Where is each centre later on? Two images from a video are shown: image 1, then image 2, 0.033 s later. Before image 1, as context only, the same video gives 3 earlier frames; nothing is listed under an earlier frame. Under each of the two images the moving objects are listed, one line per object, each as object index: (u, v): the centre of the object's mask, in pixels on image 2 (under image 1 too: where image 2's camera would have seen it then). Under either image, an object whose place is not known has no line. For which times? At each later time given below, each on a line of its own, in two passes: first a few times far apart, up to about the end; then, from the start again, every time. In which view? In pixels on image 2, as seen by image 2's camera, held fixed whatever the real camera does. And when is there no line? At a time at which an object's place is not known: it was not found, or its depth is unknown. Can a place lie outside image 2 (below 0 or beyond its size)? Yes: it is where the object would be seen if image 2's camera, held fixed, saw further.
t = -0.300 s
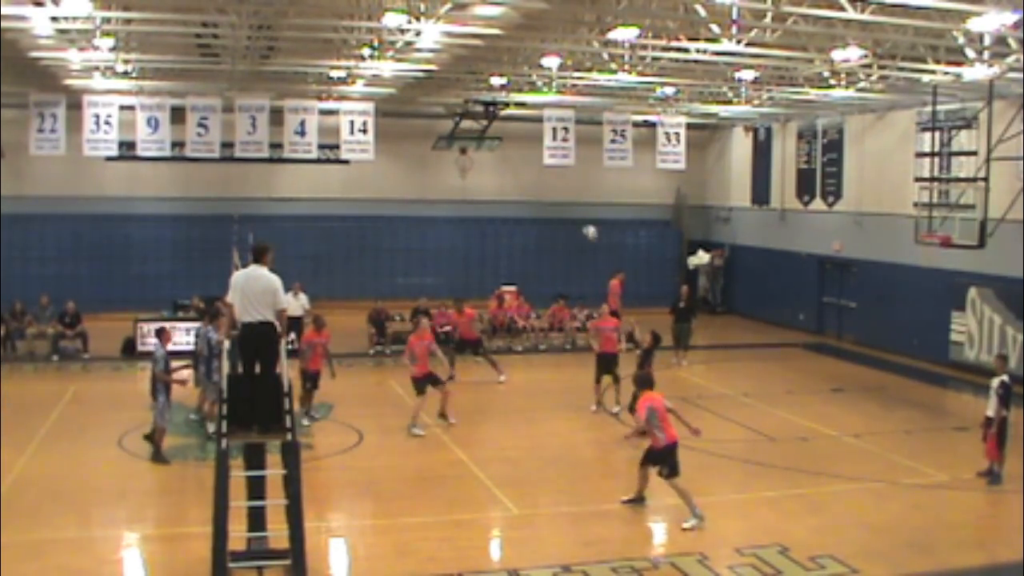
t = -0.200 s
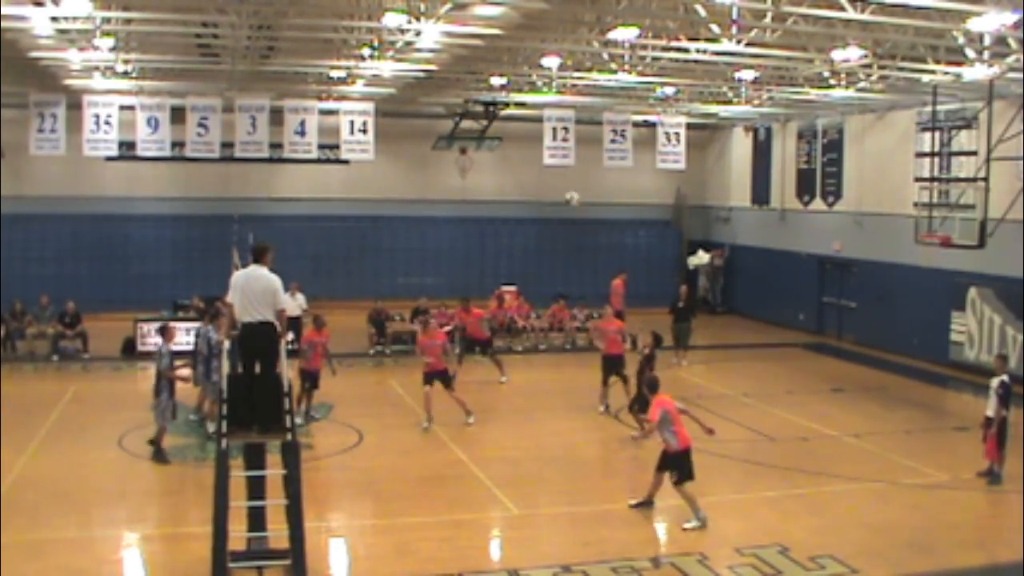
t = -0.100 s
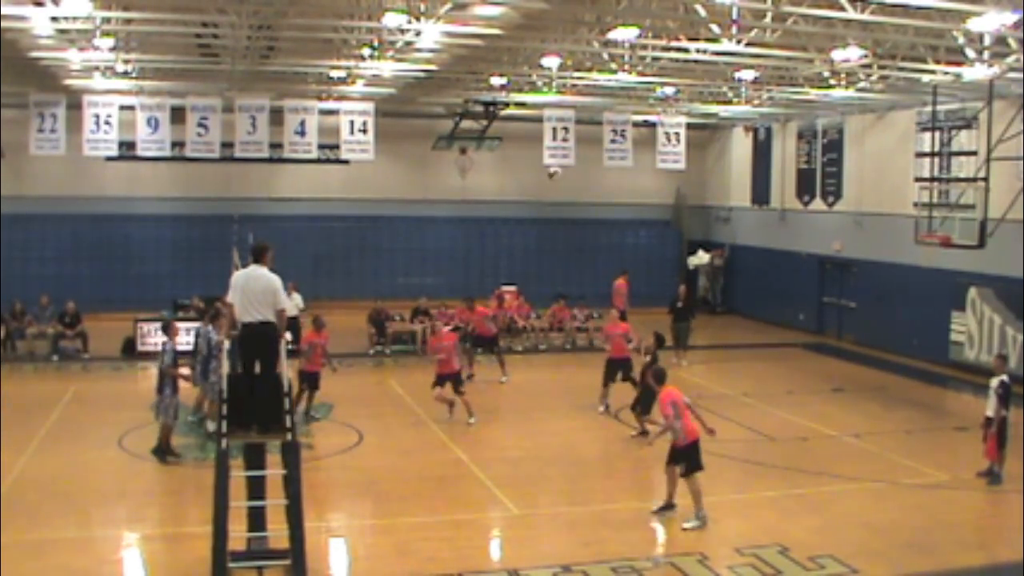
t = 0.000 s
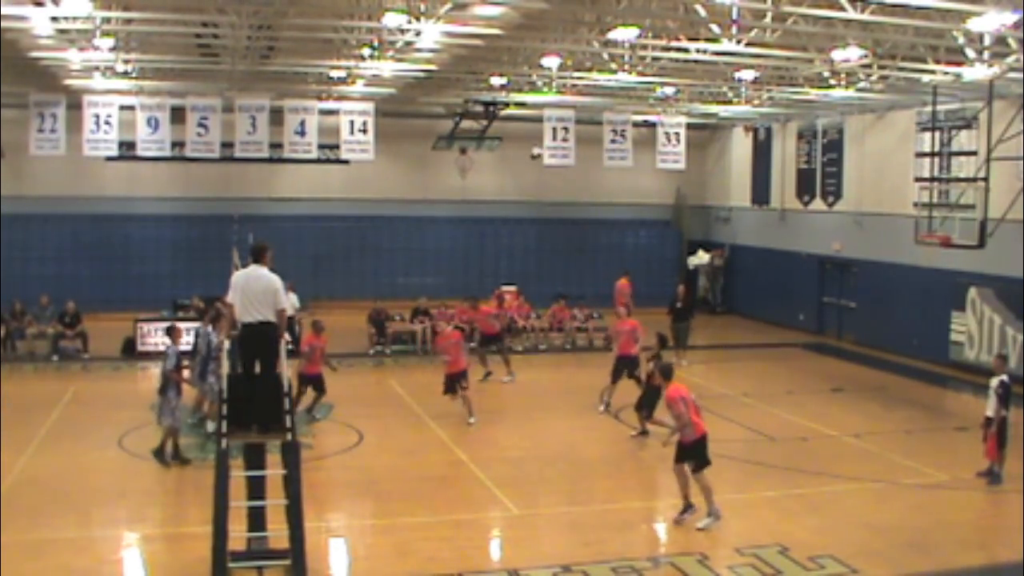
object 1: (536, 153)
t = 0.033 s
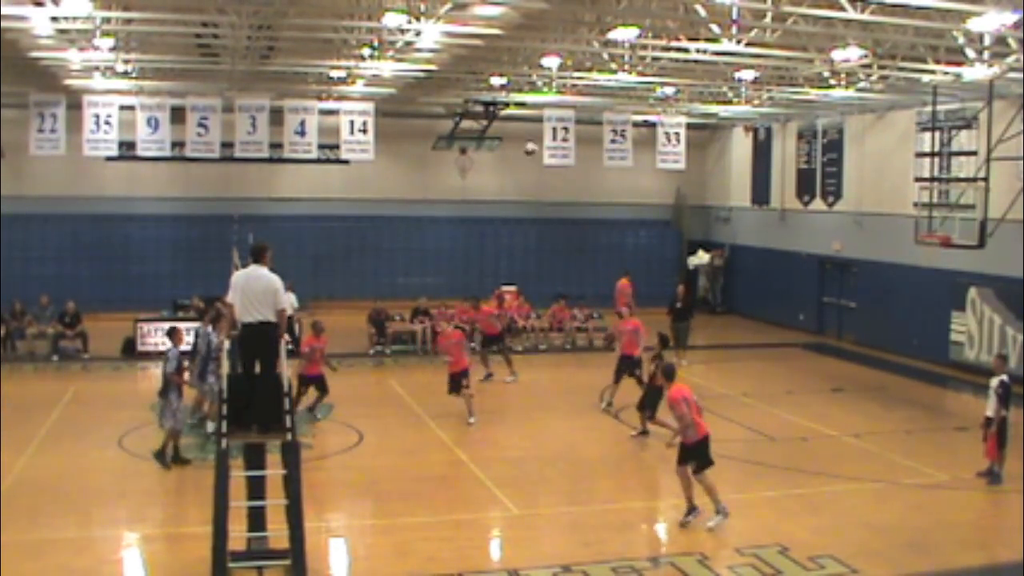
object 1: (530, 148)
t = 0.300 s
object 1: (484, 137)
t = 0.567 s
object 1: (439, 174)
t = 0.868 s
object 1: (391, 267)
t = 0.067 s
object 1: (524, 144)
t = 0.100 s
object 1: (519, 141)
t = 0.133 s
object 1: (513, 139)
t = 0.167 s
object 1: (507, 138)
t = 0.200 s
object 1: (501, 136)
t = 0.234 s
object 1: (495, 136)
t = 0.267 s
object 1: (491, 137)
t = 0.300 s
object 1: (484, 137)
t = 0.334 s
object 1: (478, 140)
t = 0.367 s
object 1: (472, 141)
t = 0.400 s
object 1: (467, 145)
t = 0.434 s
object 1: (461, 149)
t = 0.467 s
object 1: (455, 154)
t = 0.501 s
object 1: (450, 161)
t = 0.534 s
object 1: (444, 168)
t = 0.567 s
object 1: (439, 174)
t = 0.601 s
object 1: (433, 182)
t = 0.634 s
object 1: (427, 191)
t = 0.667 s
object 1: (423, 198)
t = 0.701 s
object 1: (417, 209)
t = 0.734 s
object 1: (412, 219)
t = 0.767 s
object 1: (406, 230)
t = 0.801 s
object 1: (402, 241)
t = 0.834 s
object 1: (396, 254)
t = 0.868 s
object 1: (391, 267)
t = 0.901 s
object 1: (386, 280)
